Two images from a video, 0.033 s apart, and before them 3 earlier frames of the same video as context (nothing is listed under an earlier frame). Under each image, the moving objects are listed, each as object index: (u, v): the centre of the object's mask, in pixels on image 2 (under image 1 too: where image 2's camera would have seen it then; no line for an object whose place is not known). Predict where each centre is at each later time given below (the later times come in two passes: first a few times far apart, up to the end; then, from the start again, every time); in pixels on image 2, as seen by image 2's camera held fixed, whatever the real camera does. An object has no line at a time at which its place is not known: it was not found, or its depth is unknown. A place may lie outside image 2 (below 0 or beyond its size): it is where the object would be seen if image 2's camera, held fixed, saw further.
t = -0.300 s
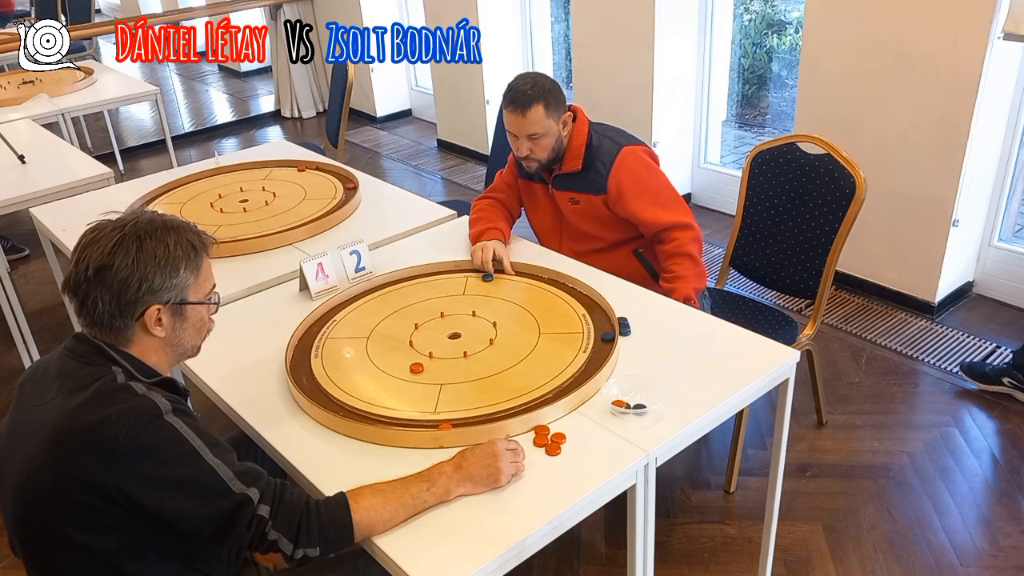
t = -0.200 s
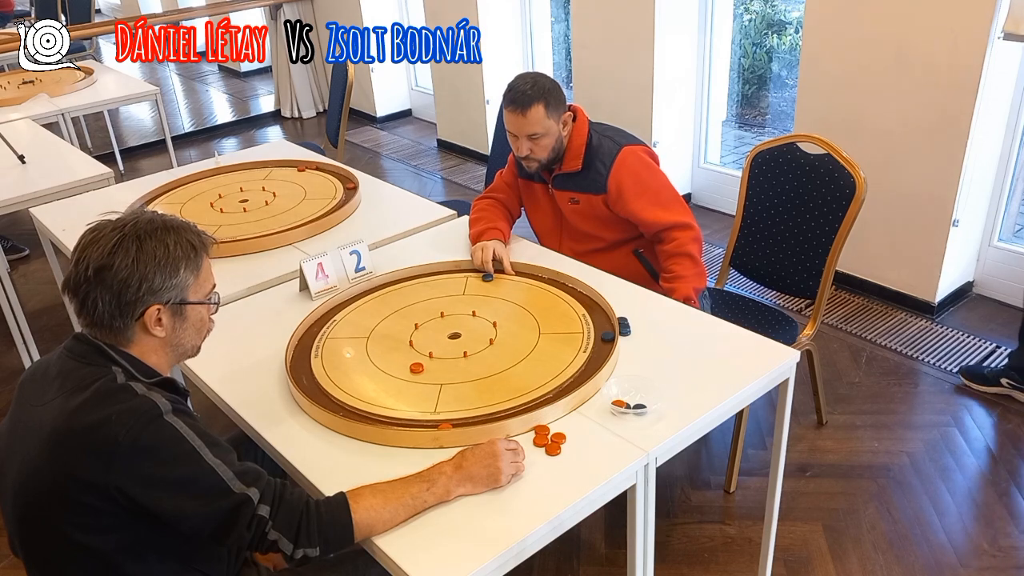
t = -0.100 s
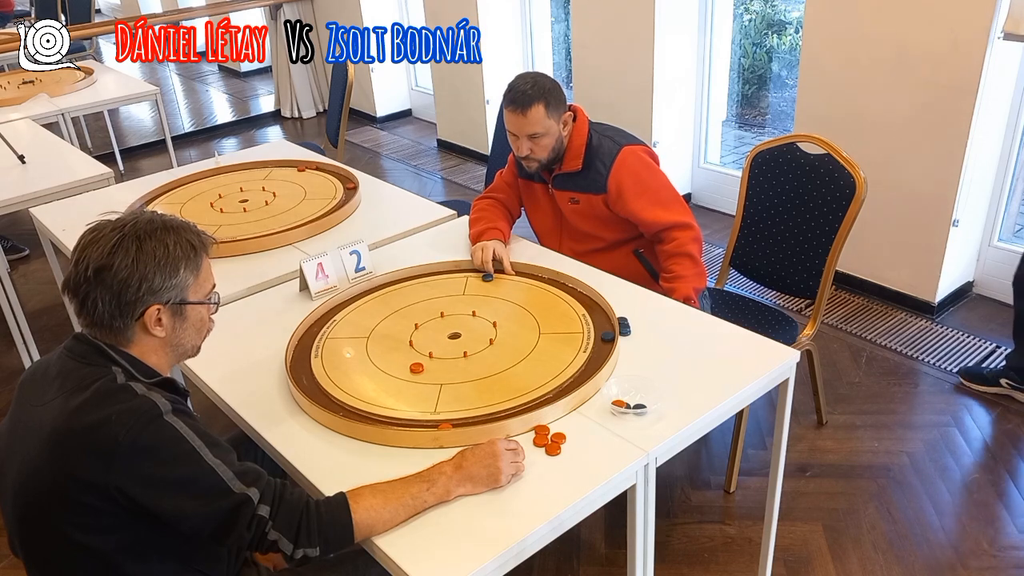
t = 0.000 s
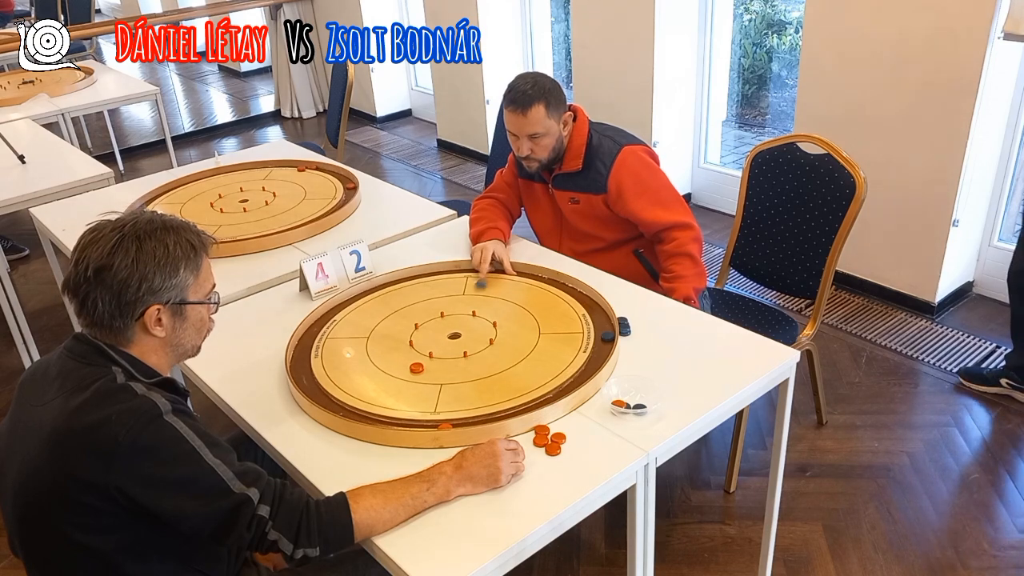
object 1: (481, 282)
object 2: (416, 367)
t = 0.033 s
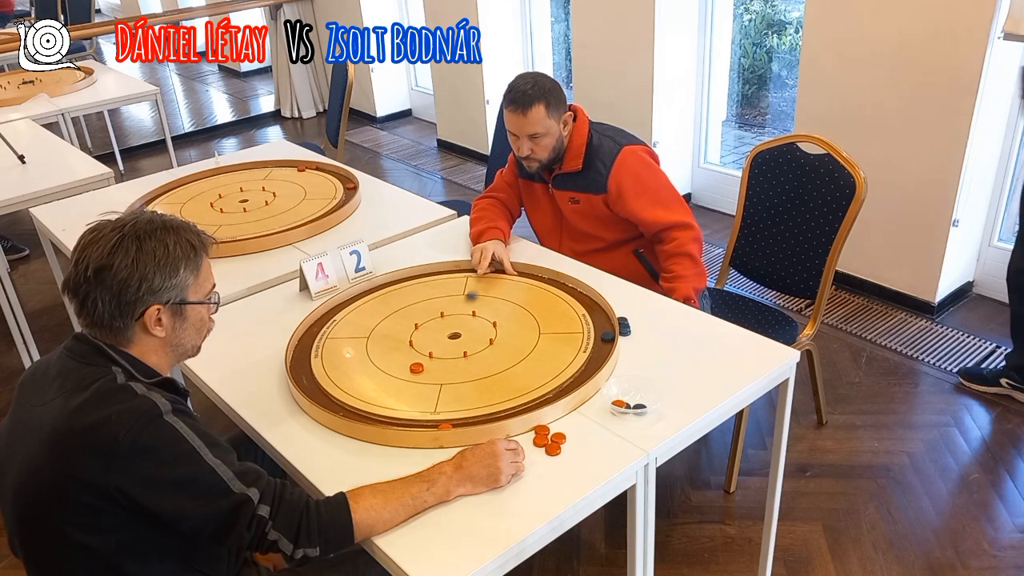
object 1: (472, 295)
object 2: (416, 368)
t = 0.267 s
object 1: (398, 364)
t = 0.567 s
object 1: (322, 382)
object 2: (415, 428)
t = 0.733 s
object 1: (310, 387)
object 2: (417, 426)
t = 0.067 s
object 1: (462, 306)
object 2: (416, 368)
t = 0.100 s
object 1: (452, 318)
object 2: (416, 367)
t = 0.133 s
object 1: (441, 331)
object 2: (416, 368)
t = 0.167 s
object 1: (430, 344)
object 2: (416, 368)
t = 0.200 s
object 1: (417, 357)
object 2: (416, 368)
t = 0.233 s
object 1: (408, 362)
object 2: (416, 377)
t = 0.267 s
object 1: (398, 364)
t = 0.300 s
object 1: (388, 366)
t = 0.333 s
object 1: (378, 369)
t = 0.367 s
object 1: (369, 371)
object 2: (412, 424)
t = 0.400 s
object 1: (360, 373)
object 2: (416, 425)
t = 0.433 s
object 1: (351, 375)
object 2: (415, 428)
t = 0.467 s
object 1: (343, 377)
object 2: (416, 427)
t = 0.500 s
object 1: (336, 379)
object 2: (416, 426)
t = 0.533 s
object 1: (328, 381)
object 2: (415, 428)
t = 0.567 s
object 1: (322, 382)
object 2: (415, 428)
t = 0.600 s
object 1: (315, 386)
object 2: (416, 427)
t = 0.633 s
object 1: (310, 389)
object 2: (416, 427)
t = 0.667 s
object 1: (308, 389)
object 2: (416, 427)
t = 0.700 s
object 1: (309, 388)
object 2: (417, 426)
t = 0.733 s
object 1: (310, 387)
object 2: (417, 426)
